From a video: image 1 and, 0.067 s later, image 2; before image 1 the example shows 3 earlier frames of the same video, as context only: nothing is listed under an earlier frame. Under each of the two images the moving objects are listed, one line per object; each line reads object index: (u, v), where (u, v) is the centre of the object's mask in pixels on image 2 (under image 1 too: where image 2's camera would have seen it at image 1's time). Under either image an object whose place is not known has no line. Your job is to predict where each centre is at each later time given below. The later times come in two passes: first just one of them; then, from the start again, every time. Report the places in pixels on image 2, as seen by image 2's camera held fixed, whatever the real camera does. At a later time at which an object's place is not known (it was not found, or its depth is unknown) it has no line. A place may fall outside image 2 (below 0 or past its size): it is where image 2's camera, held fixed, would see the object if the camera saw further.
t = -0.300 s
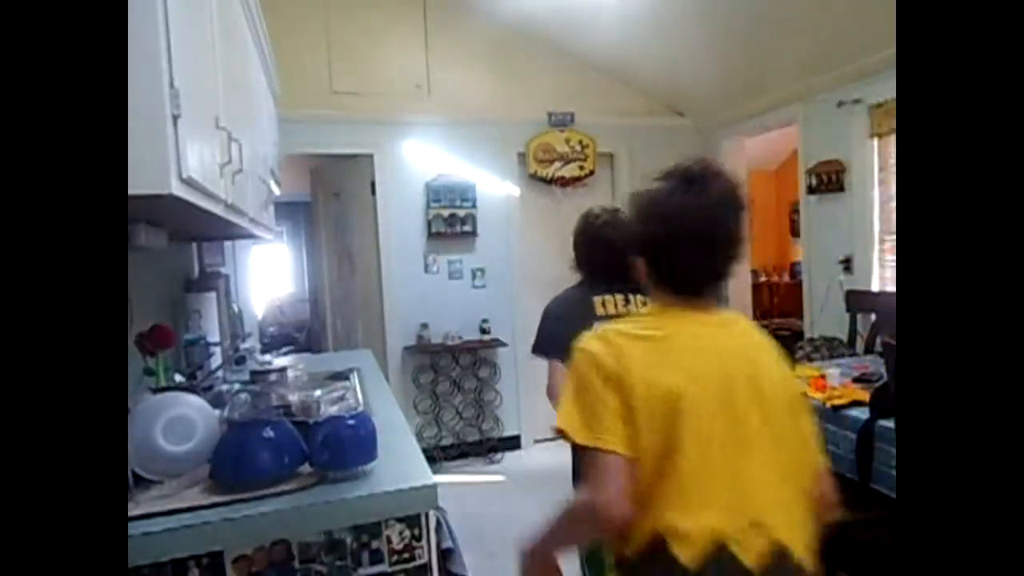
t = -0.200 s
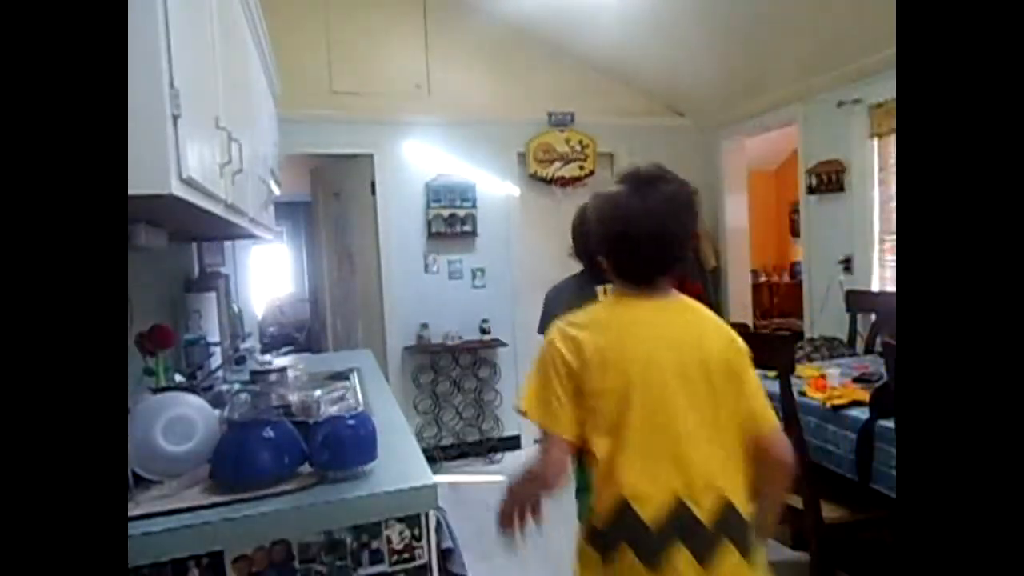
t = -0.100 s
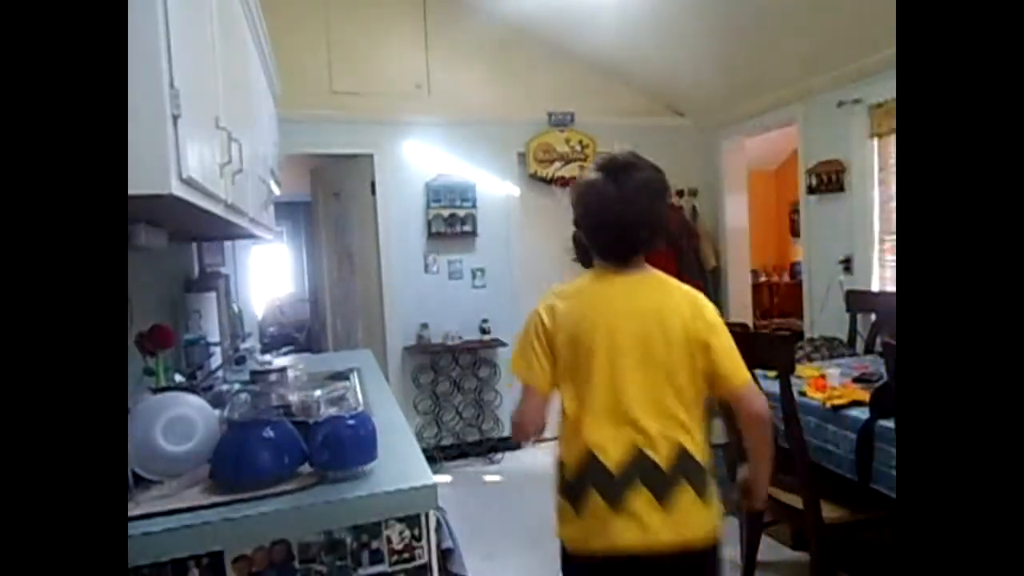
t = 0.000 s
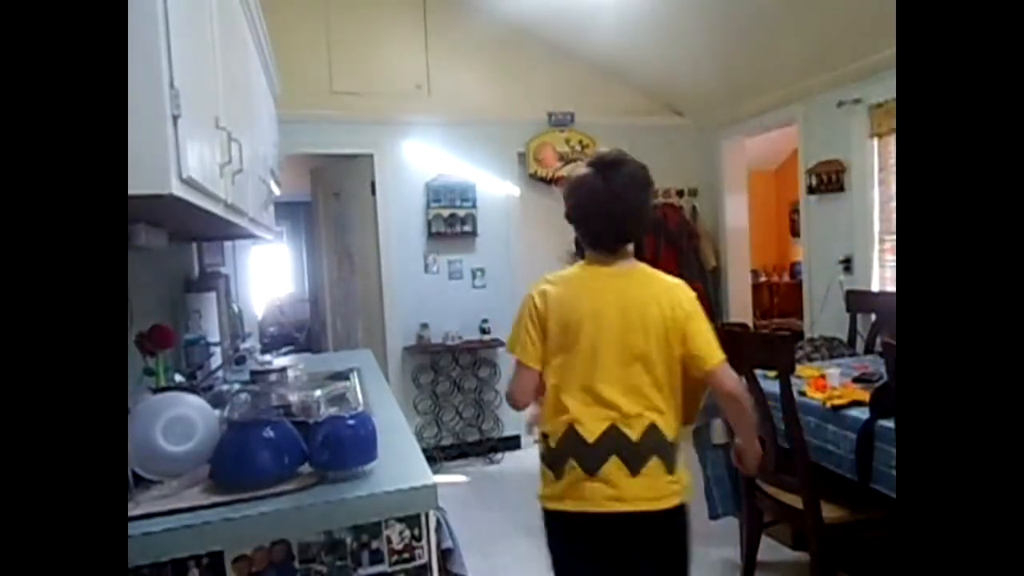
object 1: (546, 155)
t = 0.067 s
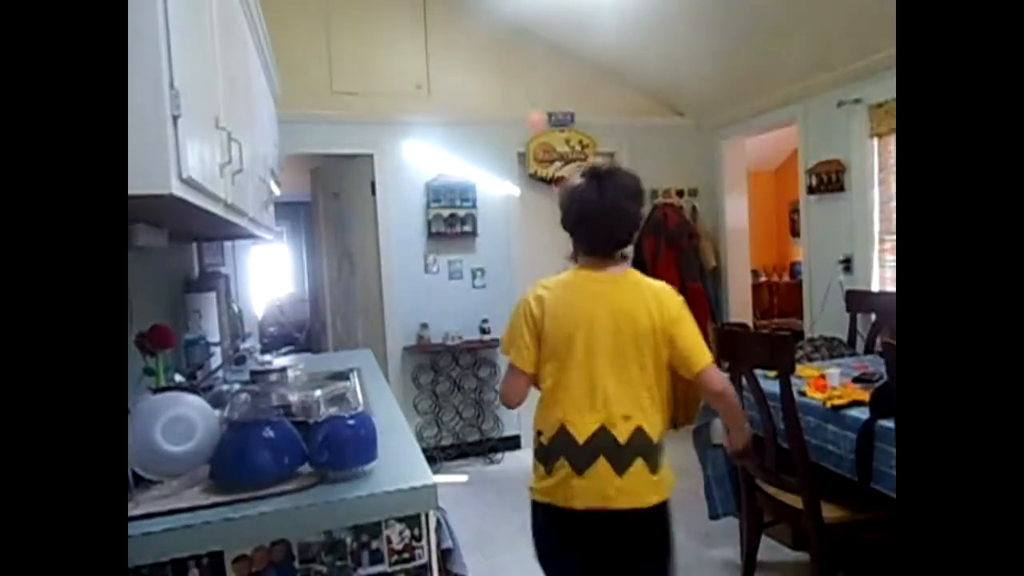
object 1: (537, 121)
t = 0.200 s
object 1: (515, 80)
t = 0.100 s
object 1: (532, 109)
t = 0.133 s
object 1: (527, 96)
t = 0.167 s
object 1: (521, 88)
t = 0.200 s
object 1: (515, 80)
